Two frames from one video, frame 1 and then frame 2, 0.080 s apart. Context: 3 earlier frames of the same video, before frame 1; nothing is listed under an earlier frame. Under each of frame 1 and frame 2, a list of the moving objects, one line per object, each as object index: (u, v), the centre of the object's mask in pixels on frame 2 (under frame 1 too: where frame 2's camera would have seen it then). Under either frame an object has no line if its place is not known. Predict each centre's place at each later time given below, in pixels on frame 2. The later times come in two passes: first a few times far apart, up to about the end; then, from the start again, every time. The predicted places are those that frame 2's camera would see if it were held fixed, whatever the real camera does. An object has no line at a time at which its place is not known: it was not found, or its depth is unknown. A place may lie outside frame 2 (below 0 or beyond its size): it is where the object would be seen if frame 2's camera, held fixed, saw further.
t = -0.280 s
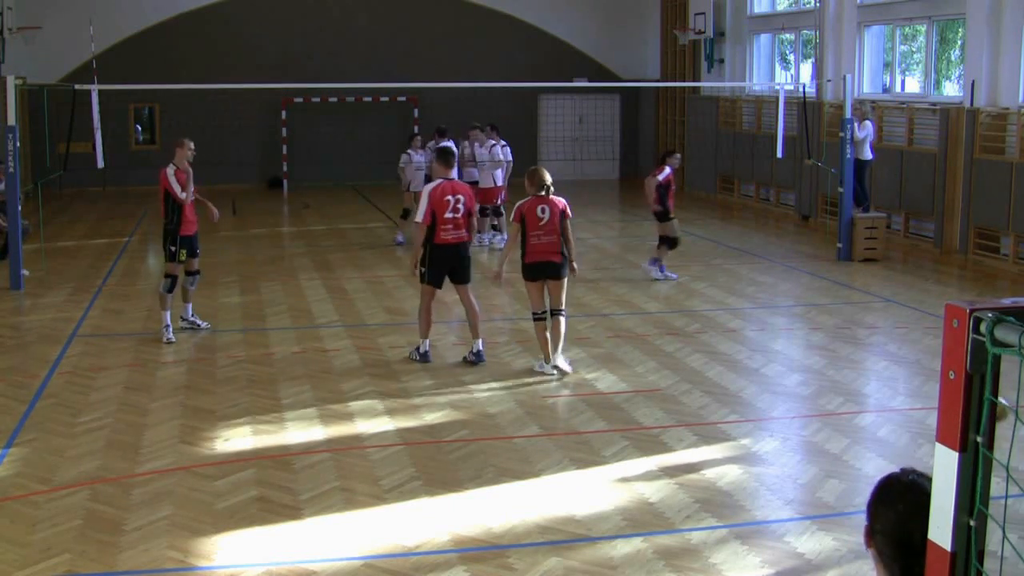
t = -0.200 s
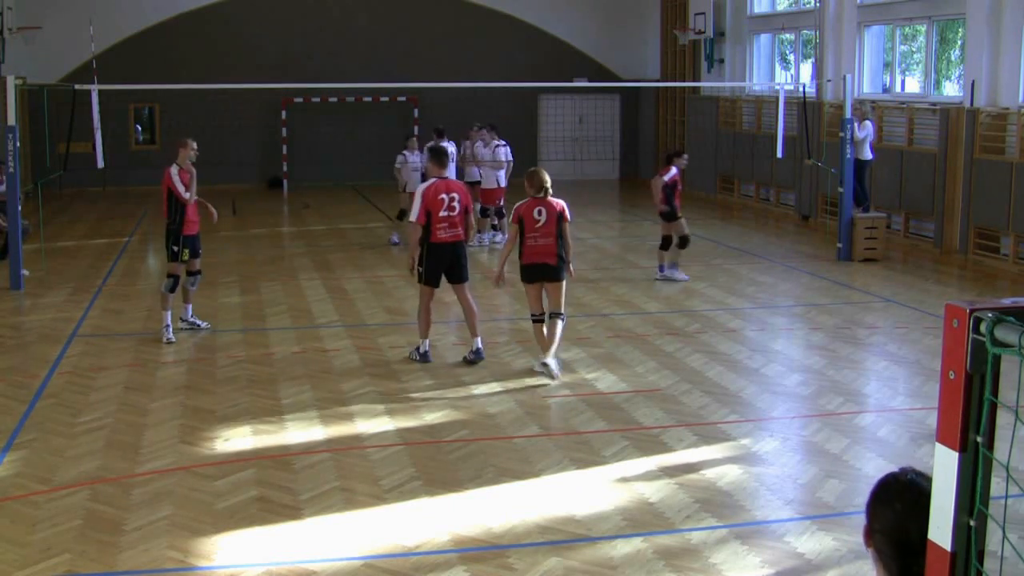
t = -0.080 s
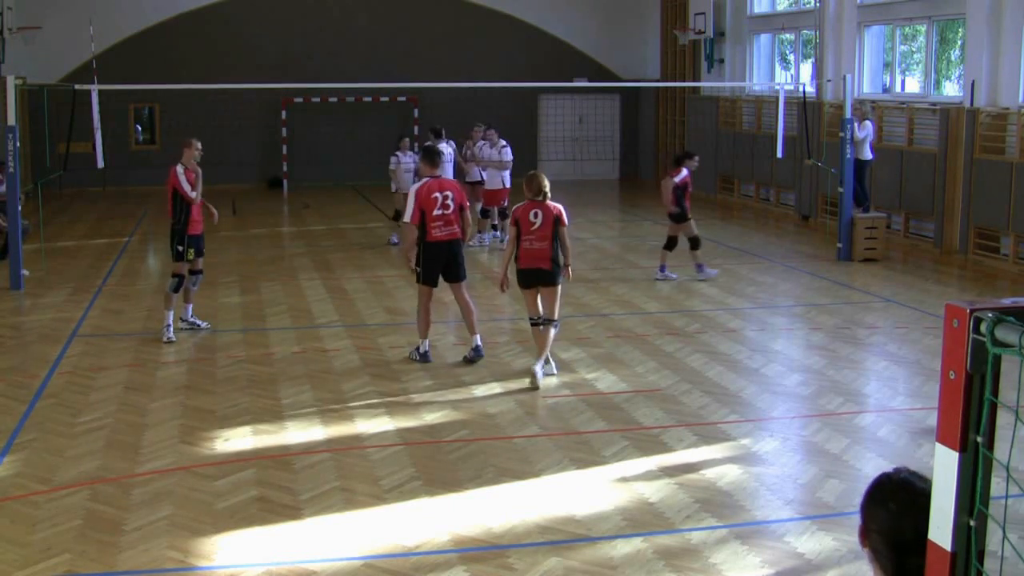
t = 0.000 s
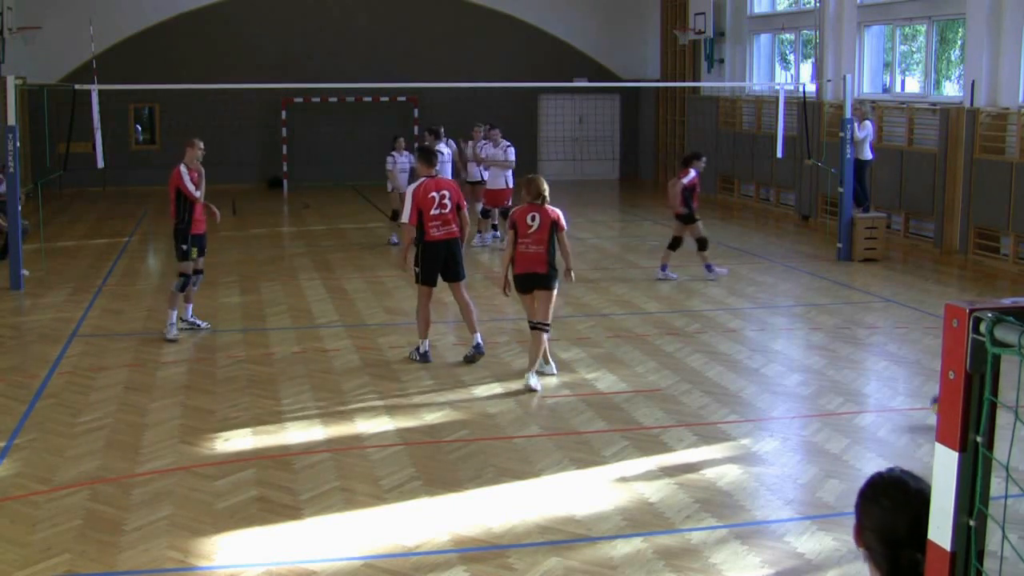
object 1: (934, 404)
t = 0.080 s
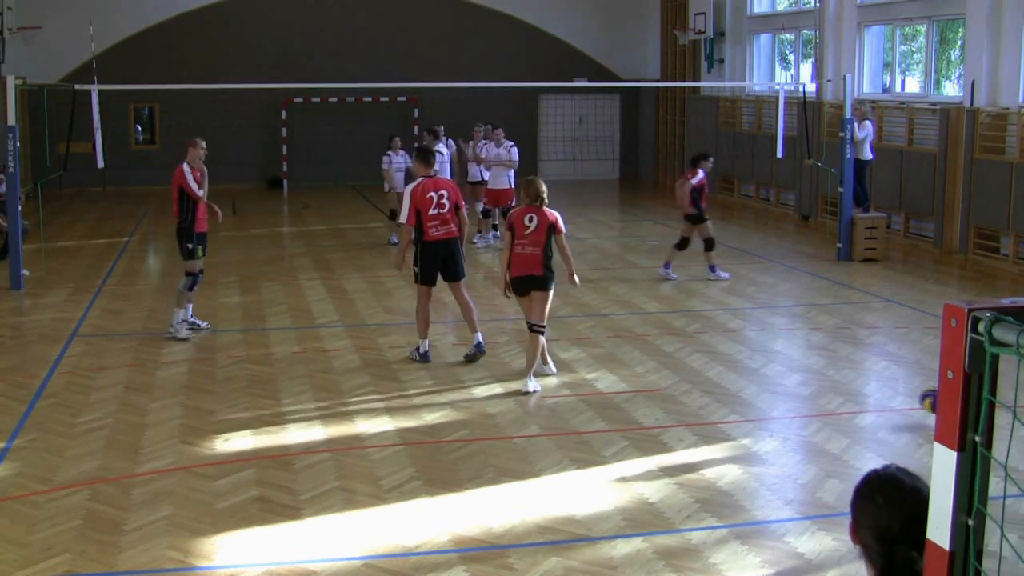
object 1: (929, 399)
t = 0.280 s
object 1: (904, 400)
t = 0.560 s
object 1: (864, 394)
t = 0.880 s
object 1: (823, 389)
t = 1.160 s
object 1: (788, 385)
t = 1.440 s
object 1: (757, 380)
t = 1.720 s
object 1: (726, 374)
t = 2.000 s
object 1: (699, 368)
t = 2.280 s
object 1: (672, 363)
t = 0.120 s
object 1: (925, 400)
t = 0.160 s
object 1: (921, 402)
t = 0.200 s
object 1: (916, 406)
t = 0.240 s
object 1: (909, 403)
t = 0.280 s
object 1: (904, 400)
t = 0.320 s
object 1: (899, 397)
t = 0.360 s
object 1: (892, 397)
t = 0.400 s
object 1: (886, 398)
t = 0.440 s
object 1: (881, 401)
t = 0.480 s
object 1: (875, 398)
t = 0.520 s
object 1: (870, 395)
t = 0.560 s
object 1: (864, 394)
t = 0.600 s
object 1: (859, 394)
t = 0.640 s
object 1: (853, 396)
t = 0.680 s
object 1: (848, 395)
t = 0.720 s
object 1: (843, 392)
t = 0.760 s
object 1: (838, 391)
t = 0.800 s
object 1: (833, 391)
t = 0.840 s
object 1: (828, 392)
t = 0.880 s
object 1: (823, 389)
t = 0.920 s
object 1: (818, 388)
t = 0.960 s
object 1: (813, 388)
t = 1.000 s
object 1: (807, 390)
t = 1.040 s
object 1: (803, 386)
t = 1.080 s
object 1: (798, 385)
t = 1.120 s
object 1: (793, 386)
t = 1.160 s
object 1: (788, 385)
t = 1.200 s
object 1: (783, 384)
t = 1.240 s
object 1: (779, 384)
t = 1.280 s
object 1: (774, 383)
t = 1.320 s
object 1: (770, 381)
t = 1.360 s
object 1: (766, 381)
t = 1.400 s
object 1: (761, 380)
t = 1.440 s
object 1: (757, 380)
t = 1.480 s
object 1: (753, 378)
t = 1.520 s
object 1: (748, 378)
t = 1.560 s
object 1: (744, 377)
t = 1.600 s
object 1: (739, 377)
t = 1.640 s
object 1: (735, 376)
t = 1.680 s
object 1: (730, 375)
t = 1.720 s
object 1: (726, 374)
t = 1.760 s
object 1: (722, 373)
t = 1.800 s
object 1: (718, 373)
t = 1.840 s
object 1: (714, 372)
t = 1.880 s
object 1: (710, 371)
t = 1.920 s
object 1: (707, 370)
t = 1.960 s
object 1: (703, 369)
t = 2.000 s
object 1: (699, 368)
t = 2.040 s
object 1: (695, 367)
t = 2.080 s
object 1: (691, 367)
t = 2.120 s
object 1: (687, 366)
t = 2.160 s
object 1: (683, 365)
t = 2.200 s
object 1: (679, 364)
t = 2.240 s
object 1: (676, 364)
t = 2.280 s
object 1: (672, 363)
